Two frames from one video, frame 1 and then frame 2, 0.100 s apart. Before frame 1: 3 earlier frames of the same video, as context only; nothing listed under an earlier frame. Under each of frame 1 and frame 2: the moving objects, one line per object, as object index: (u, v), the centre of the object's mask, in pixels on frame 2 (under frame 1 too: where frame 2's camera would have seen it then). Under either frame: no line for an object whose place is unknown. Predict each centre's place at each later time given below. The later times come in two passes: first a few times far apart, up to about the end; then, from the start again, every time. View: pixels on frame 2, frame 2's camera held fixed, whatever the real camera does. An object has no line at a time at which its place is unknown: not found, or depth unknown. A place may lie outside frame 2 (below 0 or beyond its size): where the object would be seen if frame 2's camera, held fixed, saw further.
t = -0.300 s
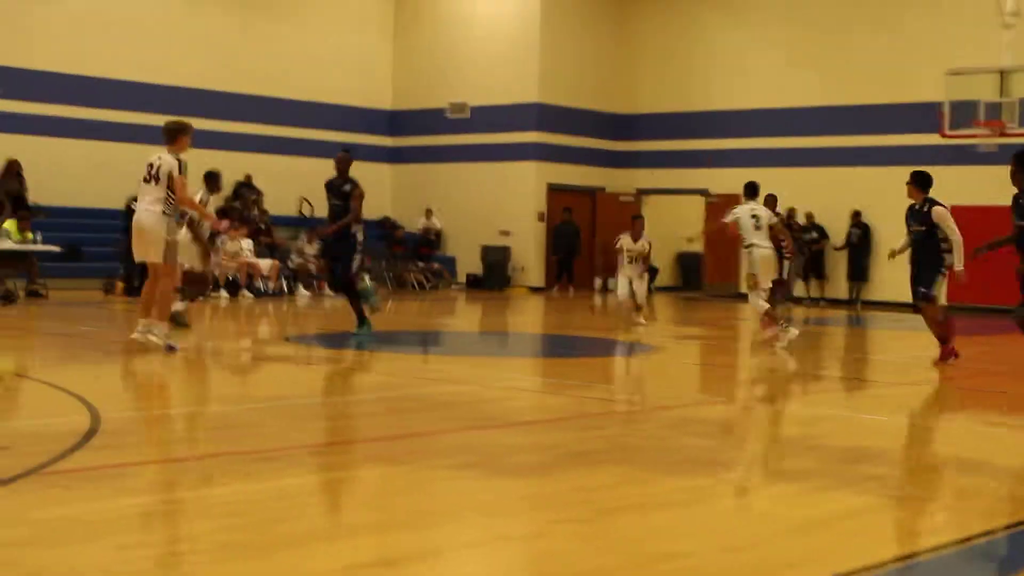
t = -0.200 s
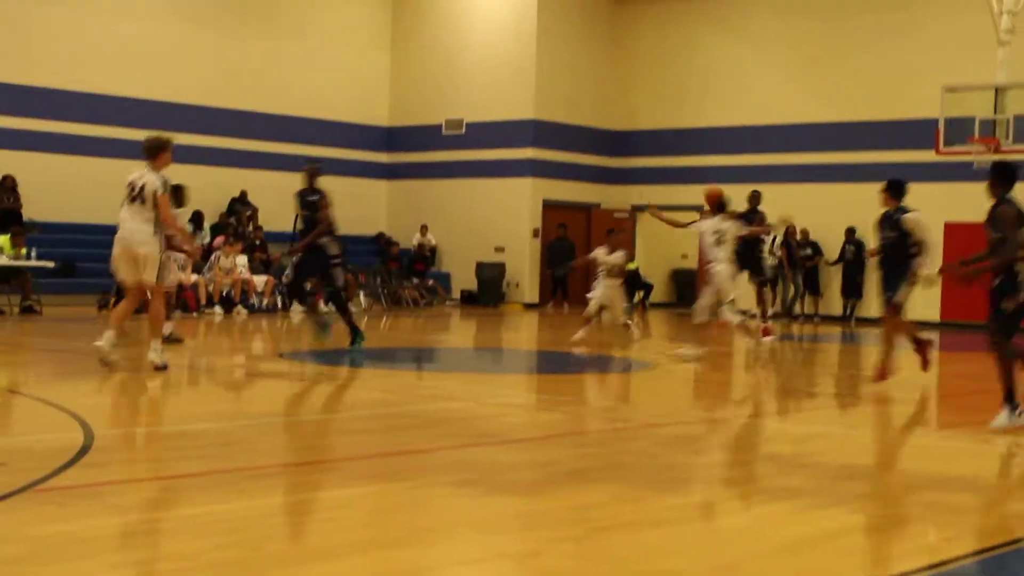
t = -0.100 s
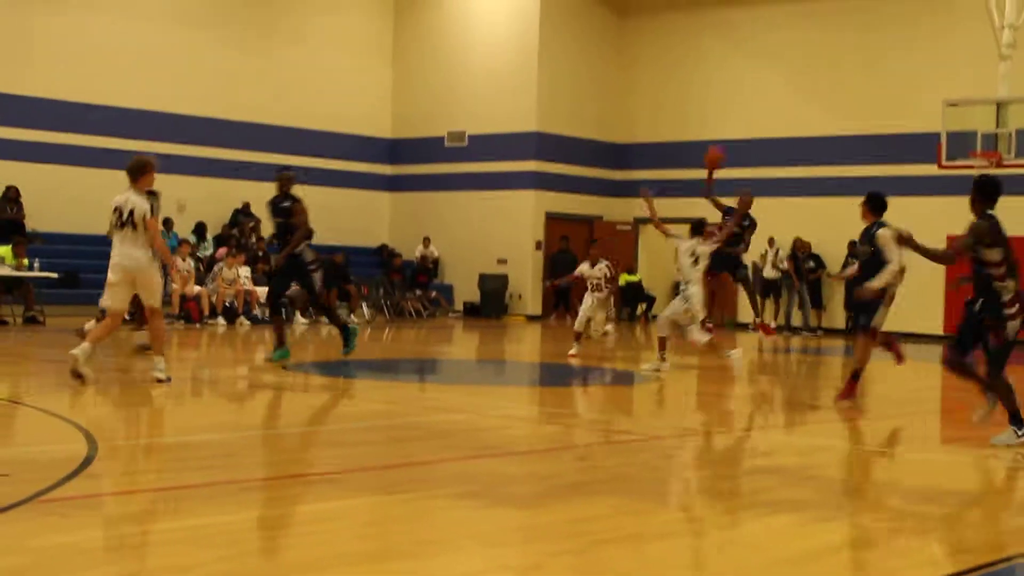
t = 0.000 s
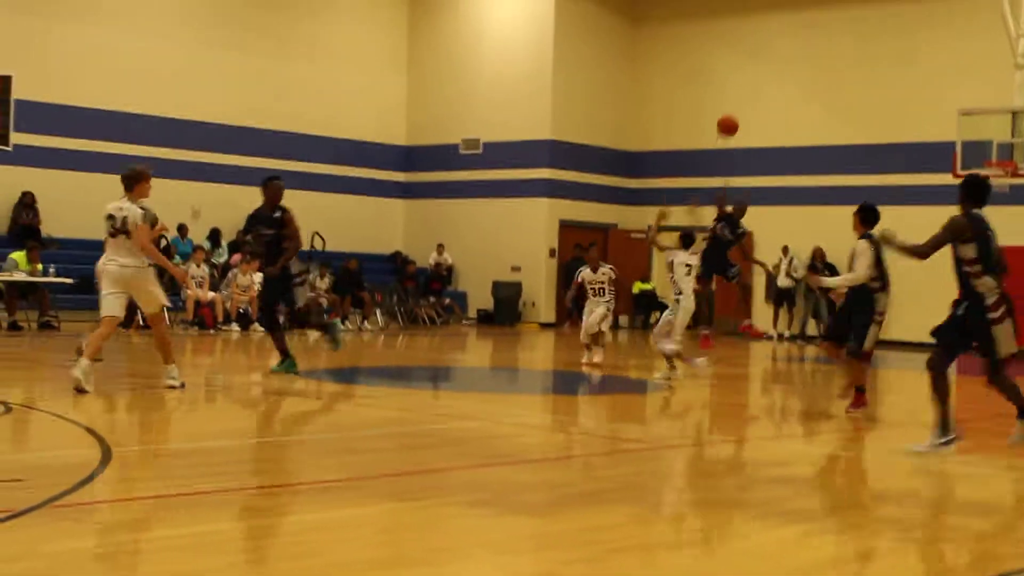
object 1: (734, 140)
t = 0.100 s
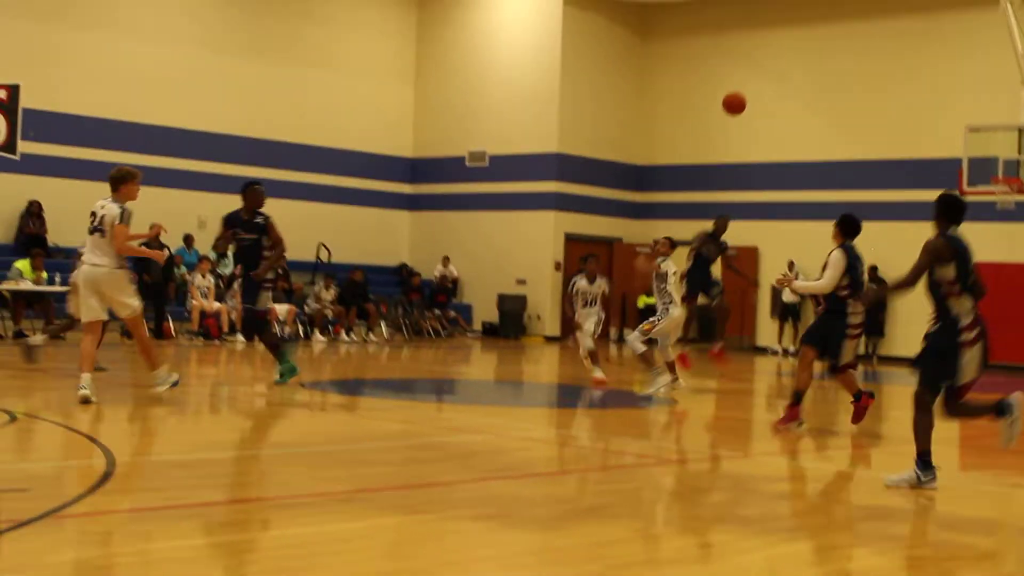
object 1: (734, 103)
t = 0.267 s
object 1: (735, 49)
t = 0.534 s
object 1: (730, -4)
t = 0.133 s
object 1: (734, 92)
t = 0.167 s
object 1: (734, 81)
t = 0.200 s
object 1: (734, 69)
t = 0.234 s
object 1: (735, 59)
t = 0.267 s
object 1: (735, 49)
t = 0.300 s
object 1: (735, 40)
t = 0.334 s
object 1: (734, 32)
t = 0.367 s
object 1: (734, 23)
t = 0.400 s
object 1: (733, 15)
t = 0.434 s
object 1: (733, 9)
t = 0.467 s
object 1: (732, 3)
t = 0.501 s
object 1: (731, -2)
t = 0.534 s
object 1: (730, -4)
